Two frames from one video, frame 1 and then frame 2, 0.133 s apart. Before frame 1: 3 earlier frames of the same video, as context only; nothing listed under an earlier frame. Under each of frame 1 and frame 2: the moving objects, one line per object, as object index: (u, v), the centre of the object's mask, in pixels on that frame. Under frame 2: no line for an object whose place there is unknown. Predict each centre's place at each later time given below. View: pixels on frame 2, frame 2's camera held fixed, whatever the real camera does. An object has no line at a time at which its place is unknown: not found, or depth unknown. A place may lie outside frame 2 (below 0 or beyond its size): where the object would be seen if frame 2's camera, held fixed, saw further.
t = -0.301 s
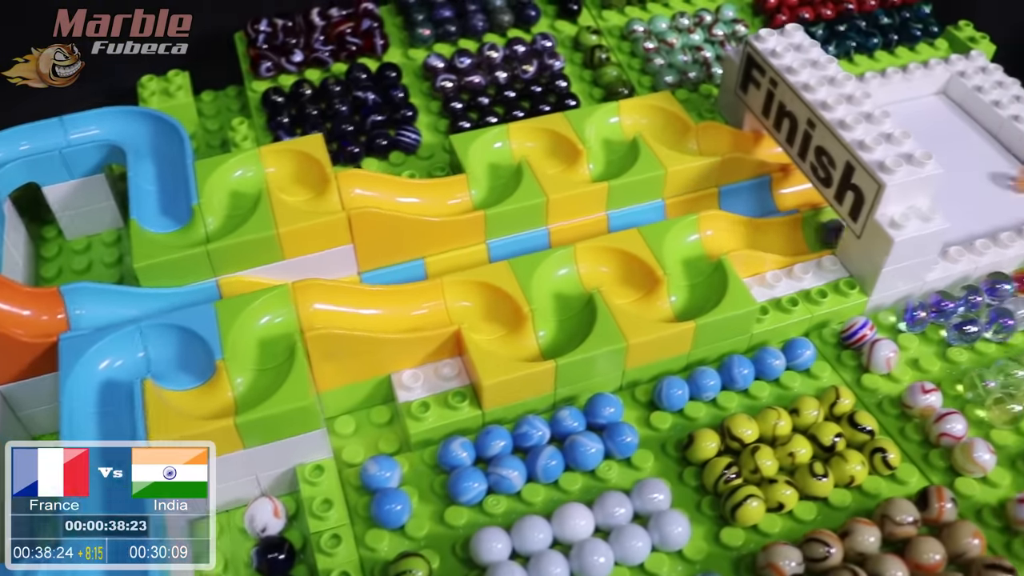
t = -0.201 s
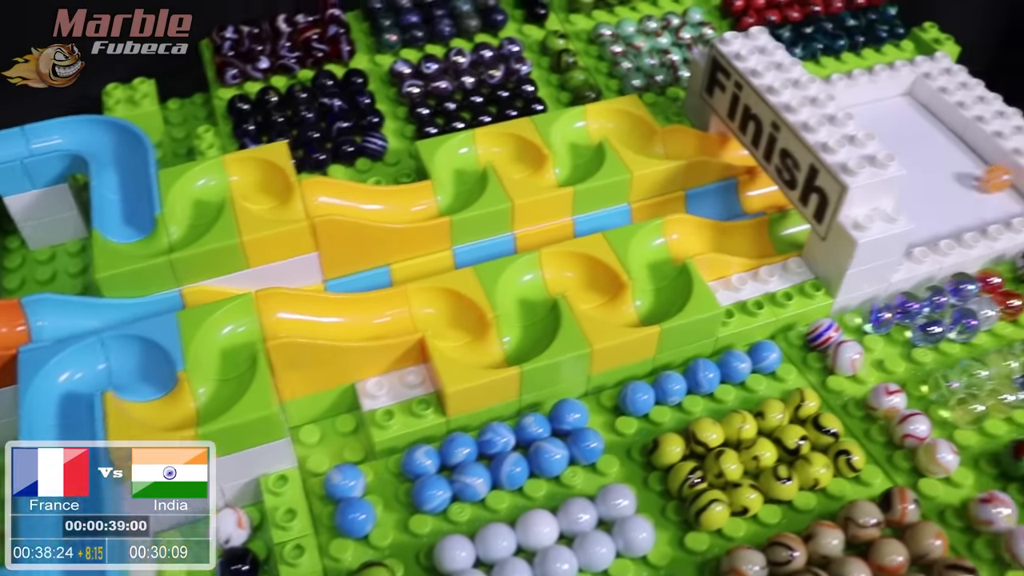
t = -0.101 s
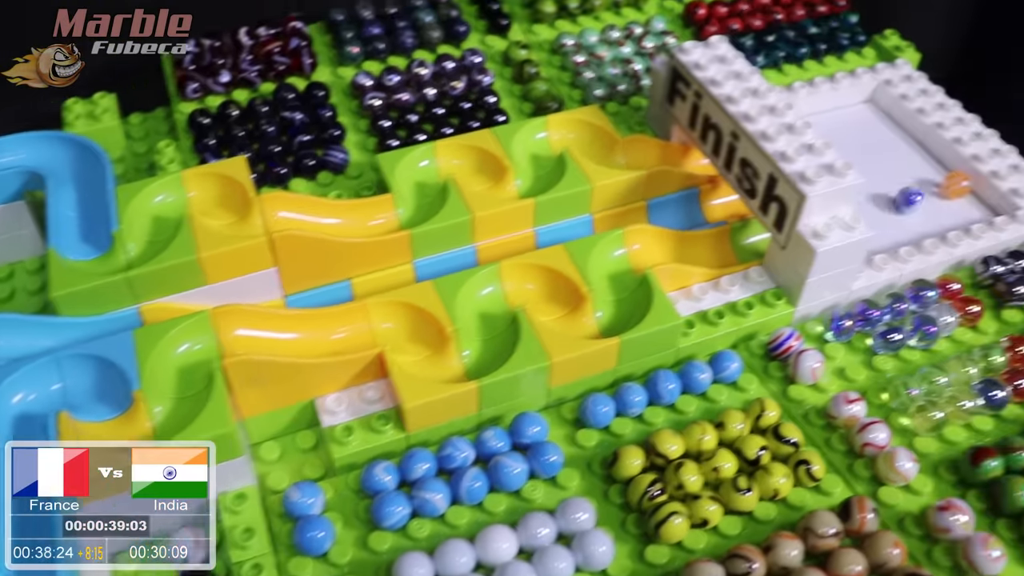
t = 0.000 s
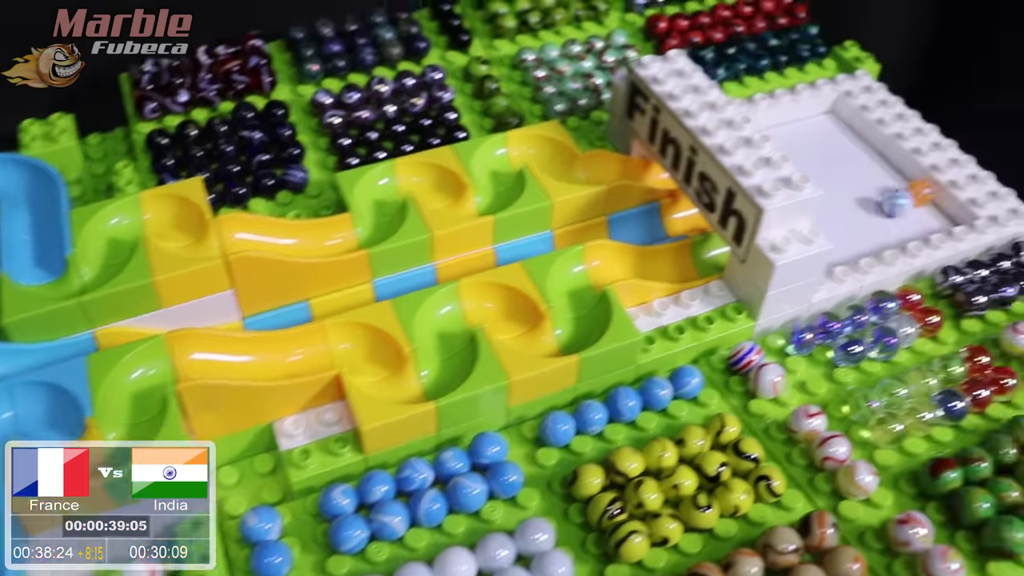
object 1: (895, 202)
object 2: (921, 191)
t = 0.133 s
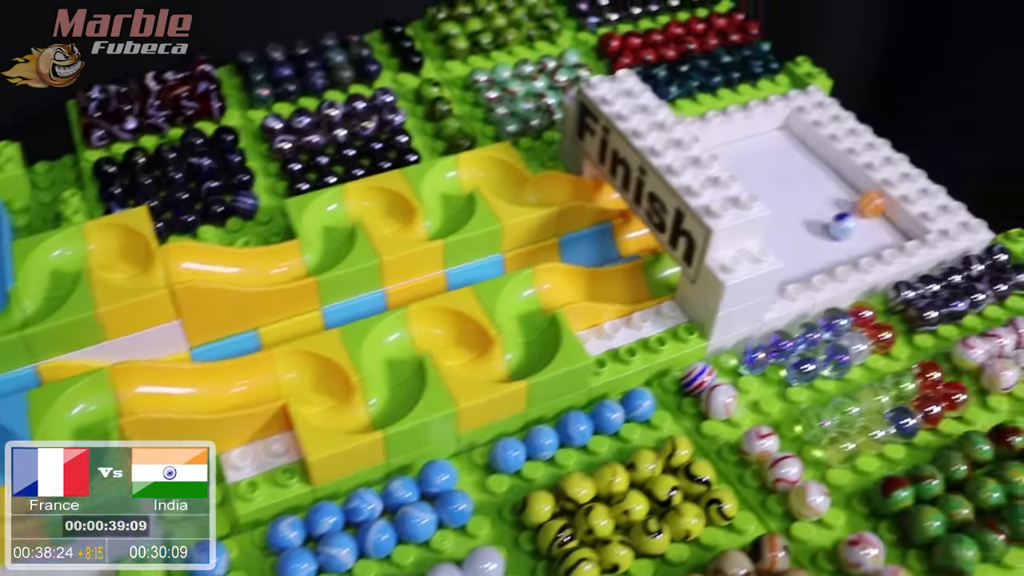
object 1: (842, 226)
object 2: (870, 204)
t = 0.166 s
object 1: (839, 227)
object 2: (871, 203)
